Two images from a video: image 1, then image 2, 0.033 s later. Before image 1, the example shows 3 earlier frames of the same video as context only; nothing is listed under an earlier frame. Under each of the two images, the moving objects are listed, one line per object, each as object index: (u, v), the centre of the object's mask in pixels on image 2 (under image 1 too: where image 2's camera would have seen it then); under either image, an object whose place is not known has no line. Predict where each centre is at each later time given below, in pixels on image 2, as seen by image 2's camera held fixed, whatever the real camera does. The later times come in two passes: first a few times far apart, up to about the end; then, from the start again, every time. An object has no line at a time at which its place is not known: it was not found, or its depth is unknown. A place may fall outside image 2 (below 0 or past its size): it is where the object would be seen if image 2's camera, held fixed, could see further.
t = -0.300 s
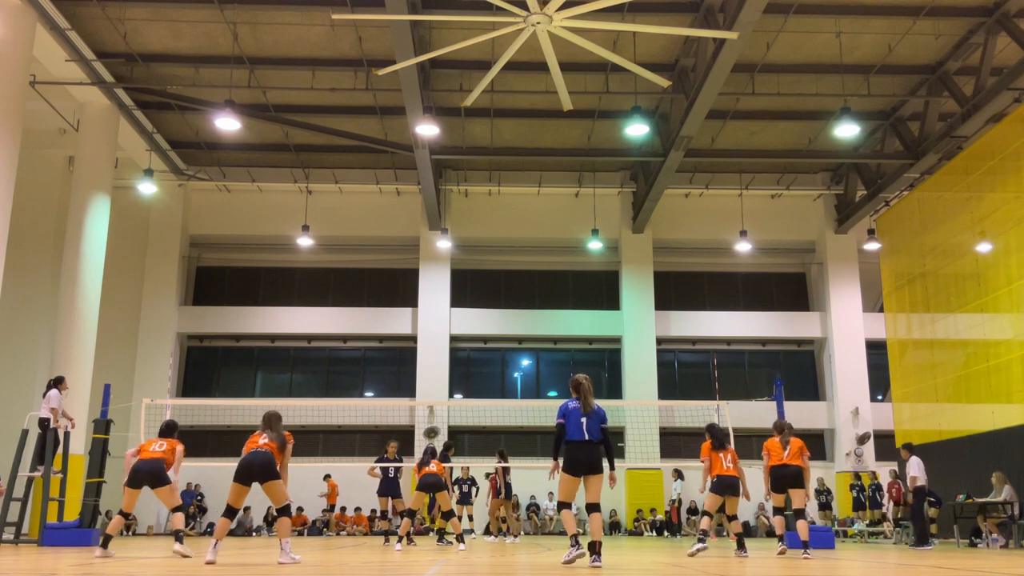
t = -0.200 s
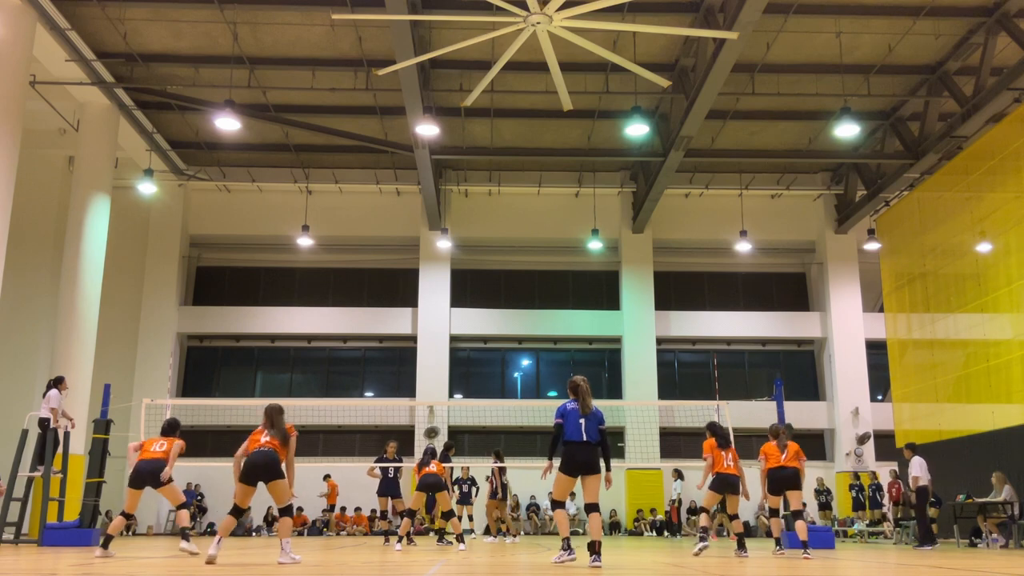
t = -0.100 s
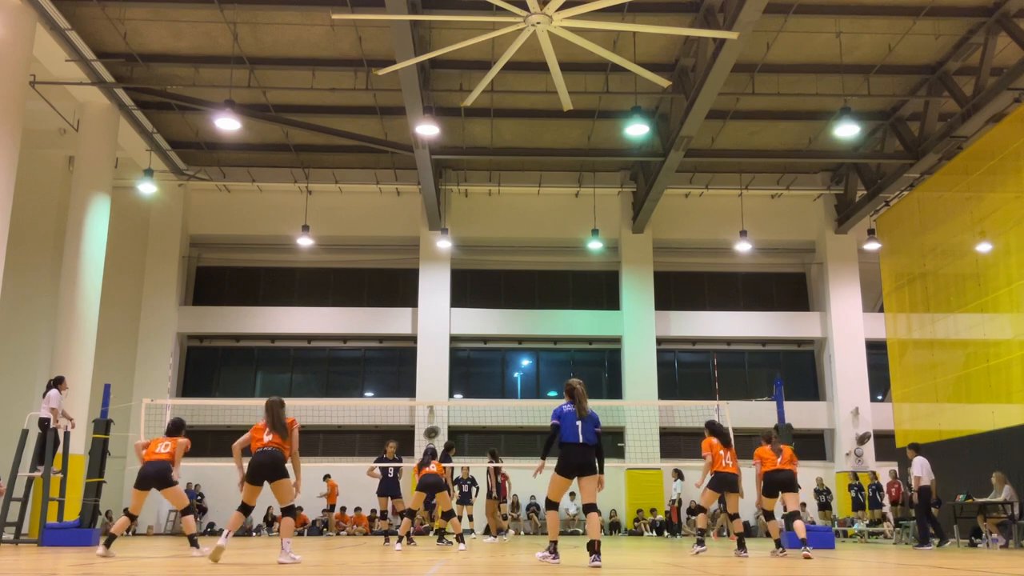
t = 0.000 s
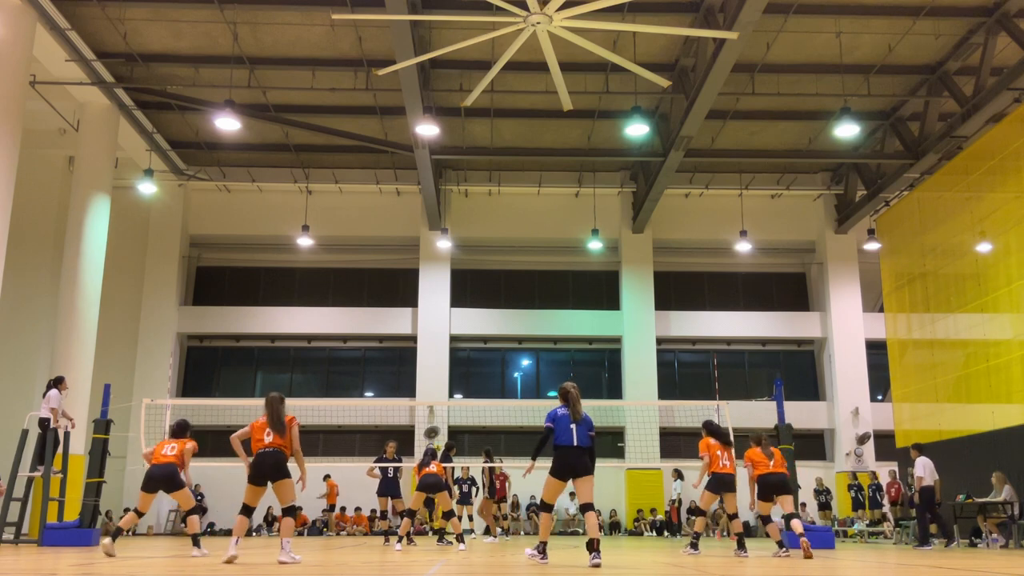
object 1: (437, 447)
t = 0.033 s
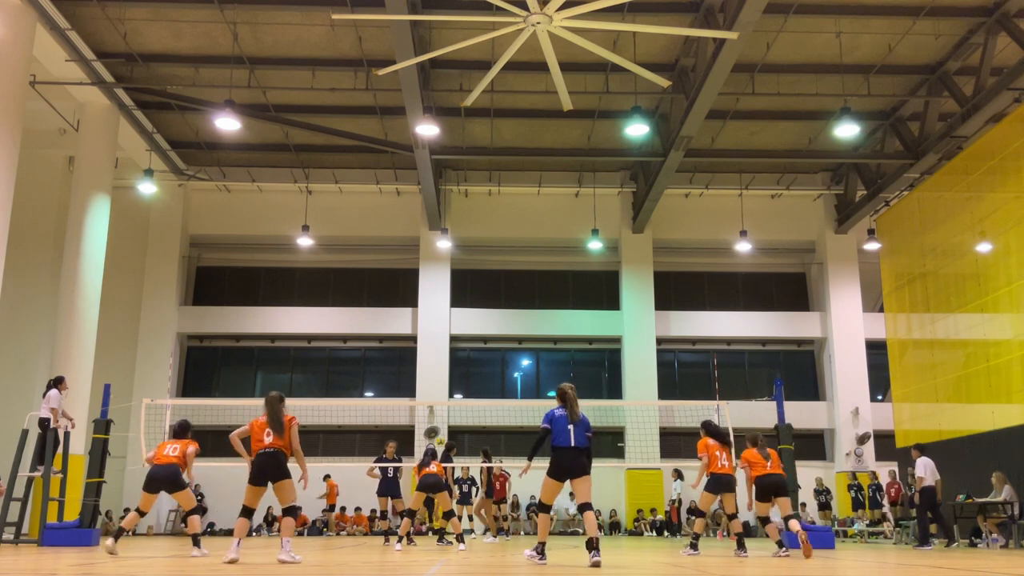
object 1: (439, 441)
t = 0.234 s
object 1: (464, 408)
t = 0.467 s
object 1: (507, 379)
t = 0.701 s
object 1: (566, 369)
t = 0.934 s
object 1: (651, 391)
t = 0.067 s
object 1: (444, 435)
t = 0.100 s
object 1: (447, 429)
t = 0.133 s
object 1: (451, 424)
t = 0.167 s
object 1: (455, 418)
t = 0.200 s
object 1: (460, 413)
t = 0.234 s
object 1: (464, 408)
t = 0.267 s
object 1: (469, 399)
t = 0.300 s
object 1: (475, 396)
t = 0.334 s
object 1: (480, 393)
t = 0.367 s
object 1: (486, 389)
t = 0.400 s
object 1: (493, 385)
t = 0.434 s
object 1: (500, 382)
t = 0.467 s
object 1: (507, 379)
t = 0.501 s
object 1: (514, 376)
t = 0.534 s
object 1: (523, 374)
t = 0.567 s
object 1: (530, 371)
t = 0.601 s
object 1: (540, 370)
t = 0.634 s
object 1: (548, 369)
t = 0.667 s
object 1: (557, 368)
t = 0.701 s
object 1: (566, 369)
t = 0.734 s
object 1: (576, 370)
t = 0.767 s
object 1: (587, 371)
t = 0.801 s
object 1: (598, 374)
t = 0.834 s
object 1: (610, 377)
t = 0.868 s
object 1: (622, 380)
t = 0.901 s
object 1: (636, 385)
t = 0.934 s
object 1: (651, 391)
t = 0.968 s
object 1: (666, 397)
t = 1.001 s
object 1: (682, 405)
